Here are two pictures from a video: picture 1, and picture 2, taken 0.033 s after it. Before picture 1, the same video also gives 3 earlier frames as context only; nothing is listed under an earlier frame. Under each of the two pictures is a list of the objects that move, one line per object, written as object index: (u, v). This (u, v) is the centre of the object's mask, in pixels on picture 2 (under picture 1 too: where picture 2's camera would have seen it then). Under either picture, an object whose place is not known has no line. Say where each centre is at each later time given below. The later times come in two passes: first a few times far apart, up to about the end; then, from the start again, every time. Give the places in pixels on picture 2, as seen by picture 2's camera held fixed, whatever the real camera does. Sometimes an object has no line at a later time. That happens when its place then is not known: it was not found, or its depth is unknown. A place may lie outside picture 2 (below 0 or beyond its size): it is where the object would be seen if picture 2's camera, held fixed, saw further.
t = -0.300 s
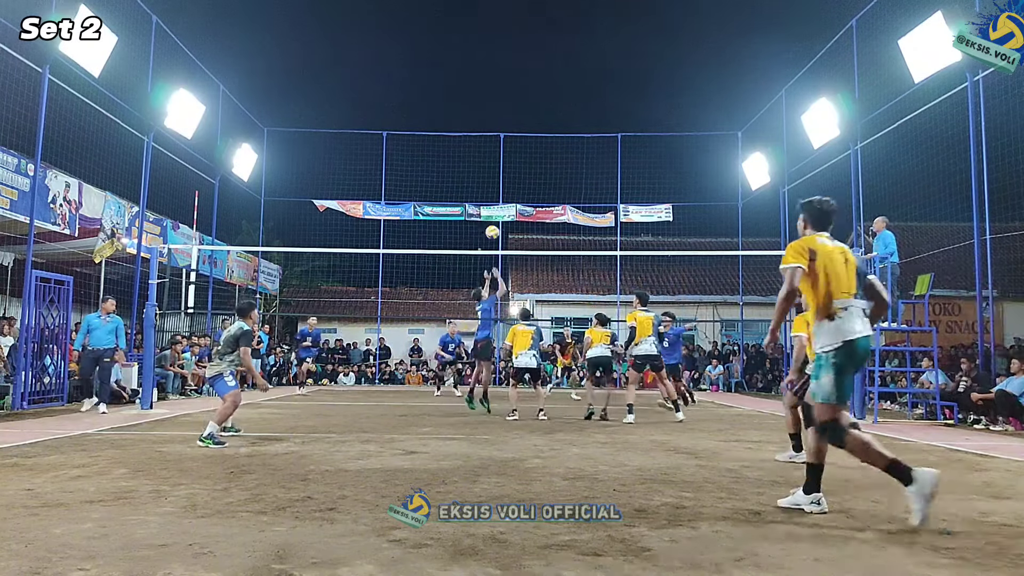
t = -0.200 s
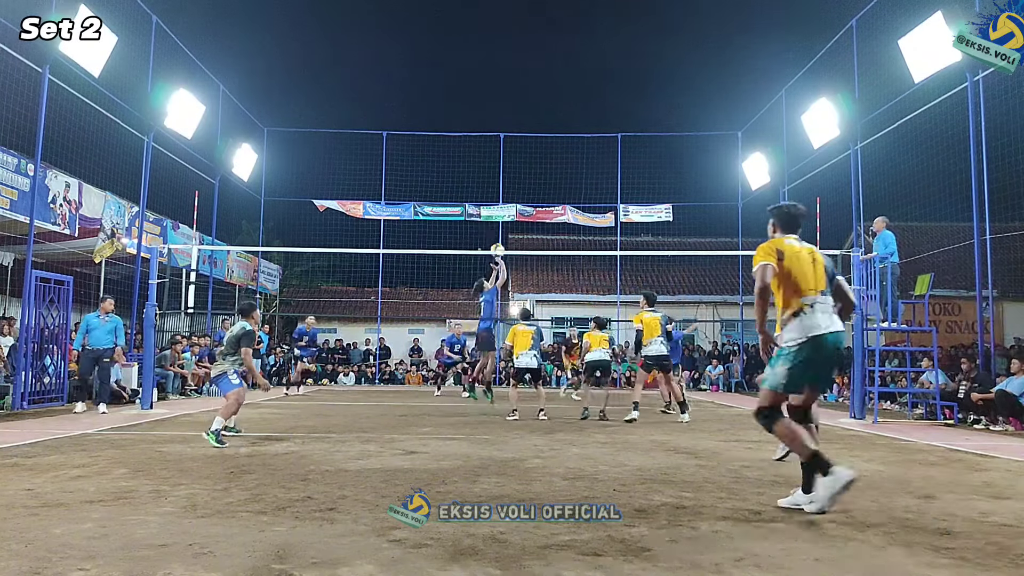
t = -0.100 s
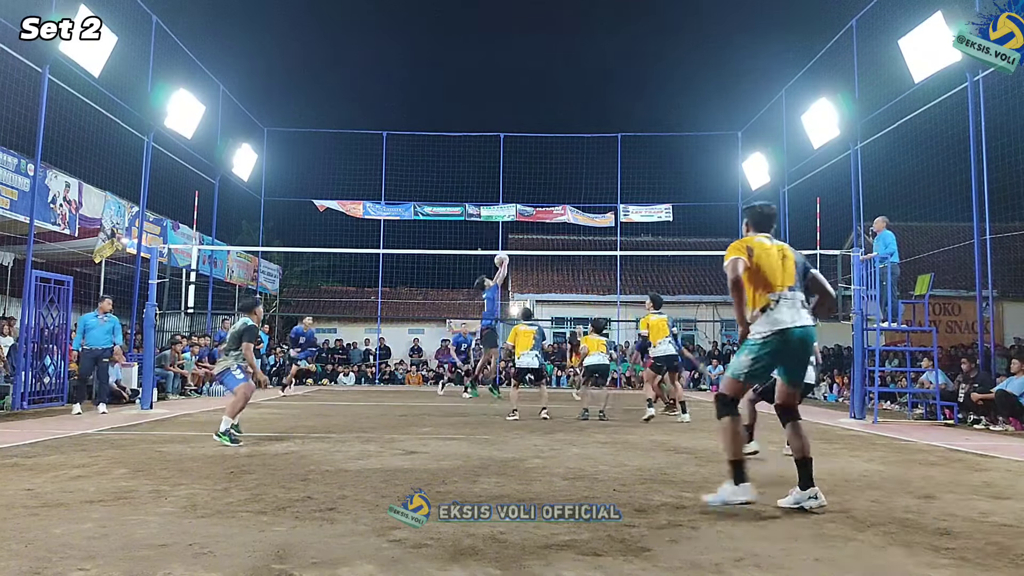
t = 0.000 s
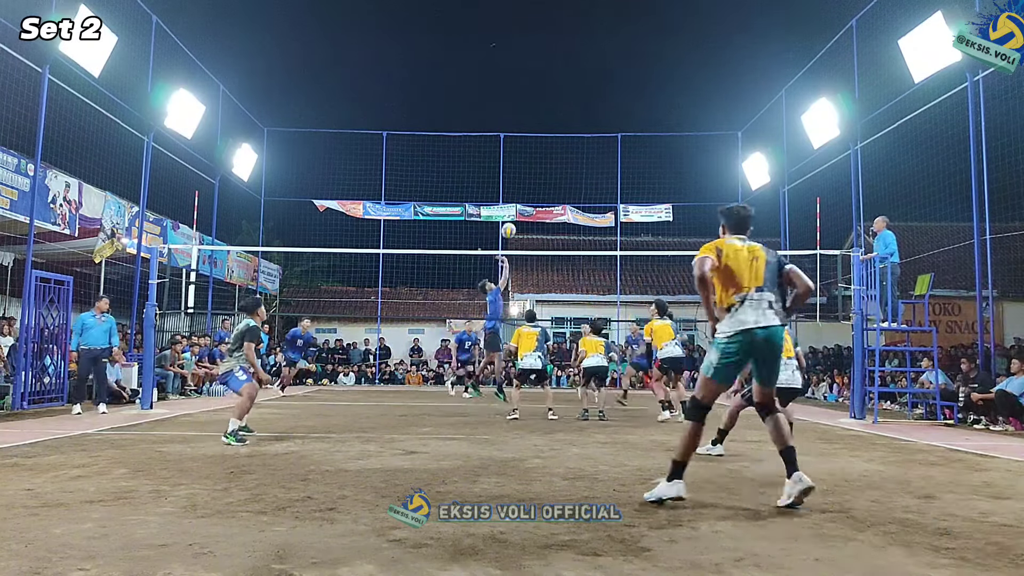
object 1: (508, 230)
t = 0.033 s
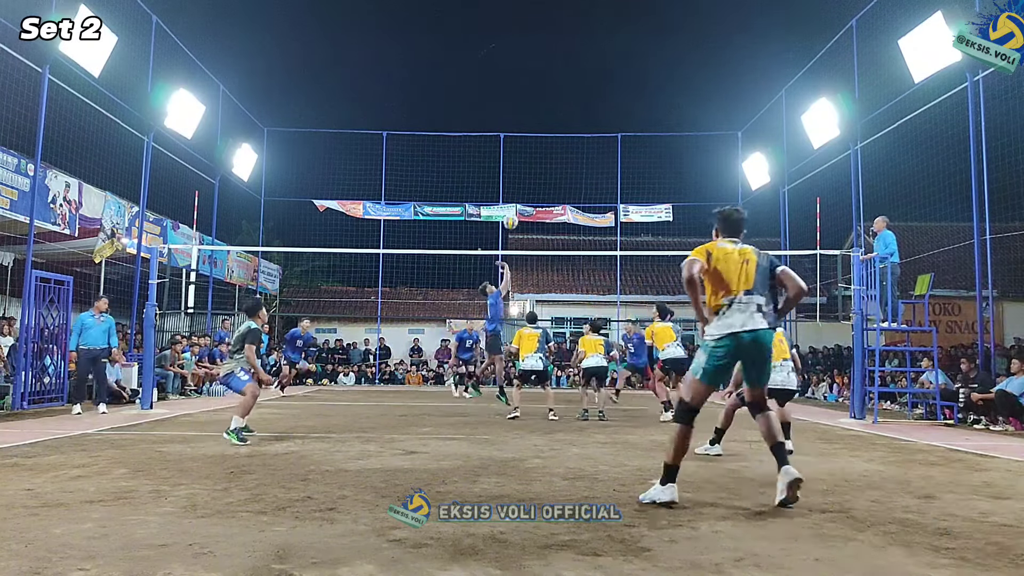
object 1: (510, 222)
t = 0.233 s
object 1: (524, 183)
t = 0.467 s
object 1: (539, 170)
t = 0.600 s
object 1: (547, 178)
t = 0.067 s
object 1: (514, 213)
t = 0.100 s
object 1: (516, 205)
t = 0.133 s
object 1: (518, 198)
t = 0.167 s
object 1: (520, 193)
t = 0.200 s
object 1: (522, 188)
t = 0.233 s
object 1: (524, 183)
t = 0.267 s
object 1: (526, 179)
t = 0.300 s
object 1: (528, 176)
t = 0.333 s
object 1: (531, 173)
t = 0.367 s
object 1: (533, 171)
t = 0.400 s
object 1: (535, 170)
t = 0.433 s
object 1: (537, 170)
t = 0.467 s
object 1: (539, 170)
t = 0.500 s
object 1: (541, 171)
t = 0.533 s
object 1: (543, 172)
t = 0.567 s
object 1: (545, 175)
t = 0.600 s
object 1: (547, 178)
